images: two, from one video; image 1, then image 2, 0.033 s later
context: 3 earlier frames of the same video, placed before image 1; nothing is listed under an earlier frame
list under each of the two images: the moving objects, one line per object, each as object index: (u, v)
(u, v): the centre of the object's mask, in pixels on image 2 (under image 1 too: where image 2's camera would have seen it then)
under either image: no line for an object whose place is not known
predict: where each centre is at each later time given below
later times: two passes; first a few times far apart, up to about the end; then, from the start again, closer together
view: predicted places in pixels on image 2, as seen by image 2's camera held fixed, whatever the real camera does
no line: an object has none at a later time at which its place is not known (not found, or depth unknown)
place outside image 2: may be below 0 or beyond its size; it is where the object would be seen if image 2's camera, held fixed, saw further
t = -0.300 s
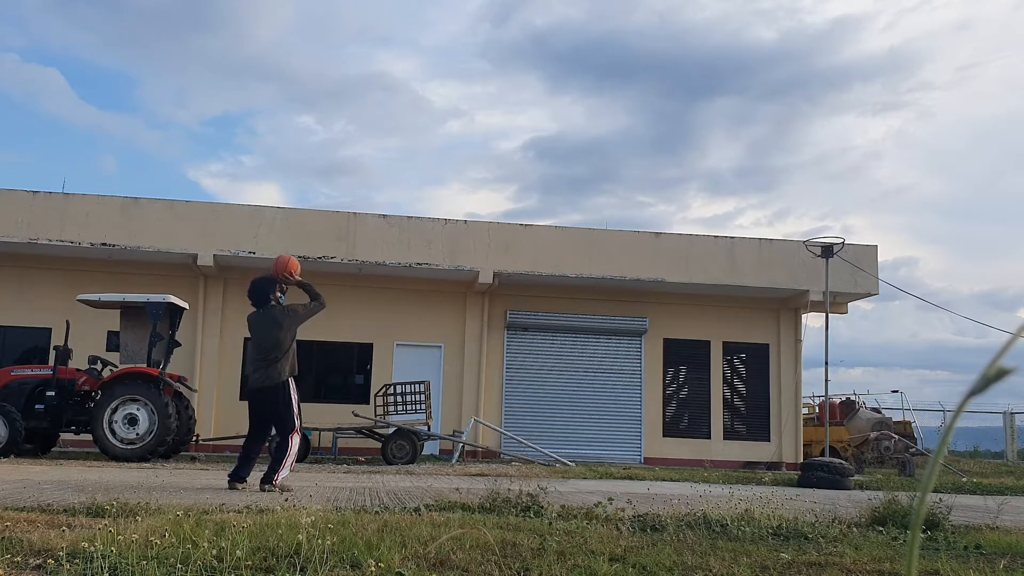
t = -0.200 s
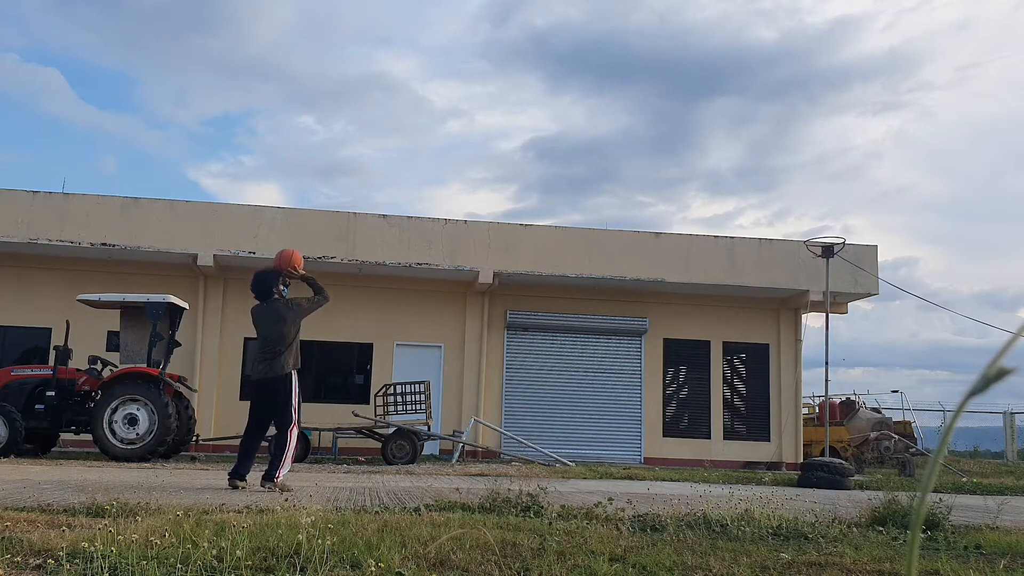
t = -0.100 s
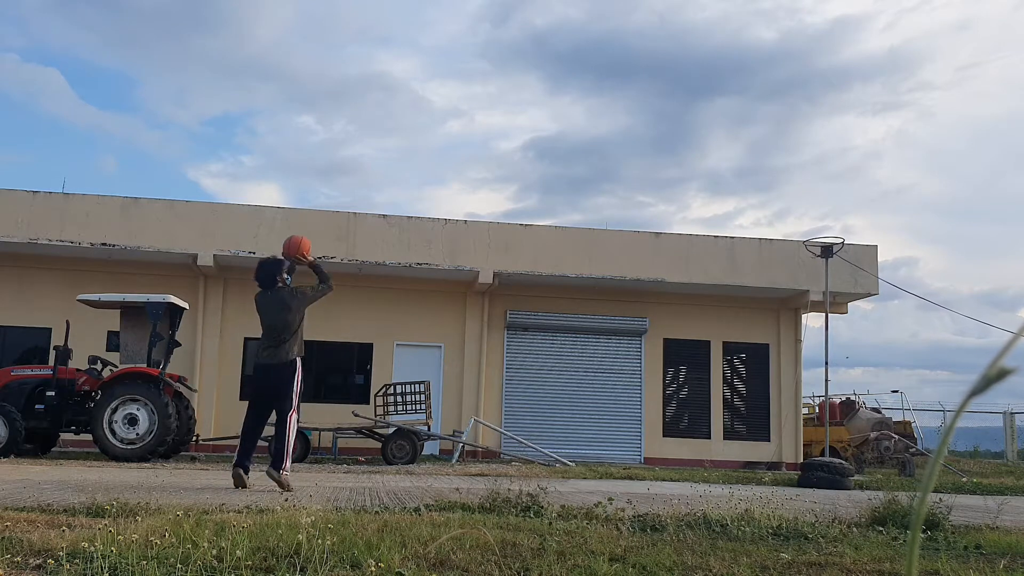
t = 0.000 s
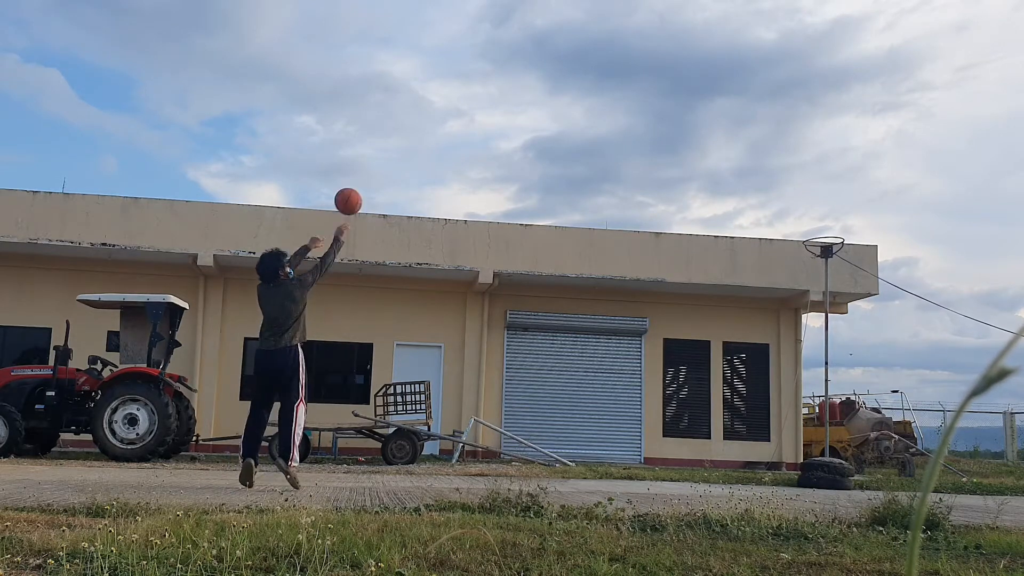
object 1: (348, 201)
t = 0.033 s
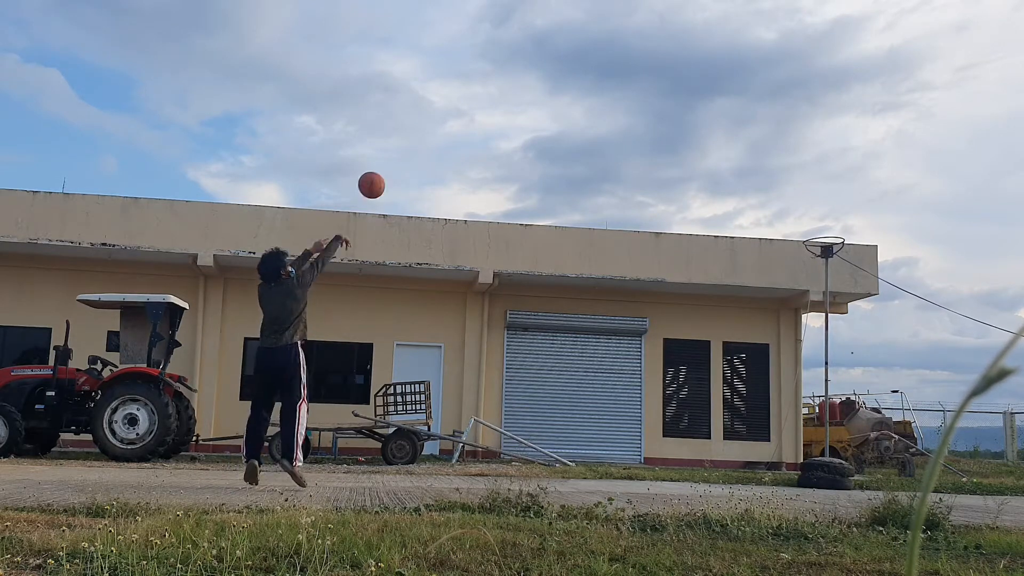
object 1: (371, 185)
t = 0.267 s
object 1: (514, 113)
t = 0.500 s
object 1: (629, 102)
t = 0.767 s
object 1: (739, 145)
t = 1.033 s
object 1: (830, 237)
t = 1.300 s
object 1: (792, 338)
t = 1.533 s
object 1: (758, 462)
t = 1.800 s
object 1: (704, 403)
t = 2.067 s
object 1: (649, 372)
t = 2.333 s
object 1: (598, 393)
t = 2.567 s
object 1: (554, 452)
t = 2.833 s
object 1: (519, 420)
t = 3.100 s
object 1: (484, 421)
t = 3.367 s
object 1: (450, 457)
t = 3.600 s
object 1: (416, 442)
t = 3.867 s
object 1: (380, 453)
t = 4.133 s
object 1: (346, 458)
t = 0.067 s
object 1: (394, 171)
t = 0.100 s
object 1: (416, 157)
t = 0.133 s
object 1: (437, 146)
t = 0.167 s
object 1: (457, 136)
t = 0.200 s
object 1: (476, 127)
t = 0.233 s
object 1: (495, 120)
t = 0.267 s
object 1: (514, 113)
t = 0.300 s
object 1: (531, 108)
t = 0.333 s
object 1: (549, 104)
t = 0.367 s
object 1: (566, 102)
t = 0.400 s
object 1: (582, 100)
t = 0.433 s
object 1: (598, 100)
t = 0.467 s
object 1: (614, 100)
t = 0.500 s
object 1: (629, 102)
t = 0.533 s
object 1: (644, 104)
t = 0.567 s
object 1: (659, 107)
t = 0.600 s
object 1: (673, 111)
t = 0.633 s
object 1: (687, 116)
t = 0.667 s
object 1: (700, 122)
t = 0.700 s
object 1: (713, 129)
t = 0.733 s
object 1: (726, 136)
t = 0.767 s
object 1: (739, 145)
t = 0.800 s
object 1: (751, 154)
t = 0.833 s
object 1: (763, 163)
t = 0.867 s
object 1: (775, 174)
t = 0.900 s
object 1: (786, 185)
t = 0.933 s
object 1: (798, 197)
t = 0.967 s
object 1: (809, 209)
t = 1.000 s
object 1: (820, 222)
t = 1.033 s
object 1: (830, 237)
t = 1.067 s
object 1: (833, 248)
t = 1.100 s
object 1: (826, 258)
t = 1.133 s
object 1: (820, 270)
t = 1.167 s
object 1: (814, 283)
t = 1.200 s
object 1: (810, 296)
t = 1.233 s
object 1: (804, 308)
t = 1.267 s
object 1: (798, 323)
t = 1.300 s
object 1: (792, 338)
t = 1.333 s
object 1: (787, 354)
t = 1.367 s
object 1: (781, 370)
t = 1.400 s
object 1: (777, 387)
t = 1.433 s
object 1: (772, 404)
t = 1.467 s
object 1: (766, 423)
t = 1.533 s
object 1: (758, 462)
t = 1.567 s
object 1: (753, 473)
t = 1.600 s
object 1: (746, 462)
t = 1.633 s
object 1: (738, 450)
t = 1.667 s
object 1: (731, 438)
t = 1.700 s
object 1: (724, 428)
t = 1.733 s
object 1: (717, 419)
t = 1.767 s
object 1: (710, 410)
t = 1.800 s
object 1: (704, 403)
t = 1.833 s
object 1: (697, 396)
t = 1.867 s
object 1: (690, 390)
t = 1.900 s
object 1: (684, 385)
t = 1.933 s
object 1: (677, 381)
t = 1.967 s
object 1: (669, 377)
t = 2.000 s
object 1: (663, 375)
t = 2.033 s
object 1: (656, 373)
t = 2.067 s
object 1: (649, 372)
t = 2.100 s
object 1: (643, 372)
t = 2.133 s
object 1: (637, 373)
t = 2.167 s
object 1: (631, 374)
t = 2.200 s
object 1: (624, 376)
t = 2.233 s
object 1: (618, 379)
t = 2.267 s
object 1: (611, 383)
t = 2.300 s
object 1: (605, 387)
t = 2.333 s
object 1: (598, 393)
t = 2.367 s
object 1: (592, 399)
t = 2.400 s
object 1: (586, 406)
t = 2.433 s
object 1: (580, 414)
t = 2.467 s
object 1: (573, 422)
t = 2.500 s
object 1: (567, 432)
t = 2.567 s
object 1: (554, 452)
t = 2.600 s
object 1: (548, 461)
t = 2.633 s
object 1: (544, 454)
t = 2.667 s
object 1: (540, 447)
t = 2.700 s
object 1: (535, 440)
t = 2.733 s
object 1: (531, 434)
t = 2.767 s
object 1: (528, 429)
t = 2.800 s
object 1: (523, 424)
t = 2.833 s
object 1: (519, 420)
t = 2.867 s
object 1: (515, 418)
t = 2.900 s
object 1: (510, 416)
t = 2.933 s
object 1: (506, 415)
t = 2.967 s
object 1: (502, 415)
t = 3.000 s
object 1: (498, 415)
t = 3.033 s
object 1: (493, 416)
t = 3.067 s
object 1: (489, 418)
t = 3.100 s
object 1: (484, 421)
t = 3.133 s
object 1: (481, 425)
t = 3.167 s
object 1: (477, 429)
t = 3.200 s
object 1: (472, 434)
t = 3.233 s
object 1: (468, 439)
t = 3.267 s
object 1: (464, 446)
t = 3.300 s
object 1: (460, 453)
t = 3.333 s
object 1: (456, 459)
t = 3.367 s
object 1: (450, 457)
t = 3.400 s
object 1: (445, 452)
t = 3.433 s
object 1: (440, 449)
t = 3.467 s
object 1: (435, 445)
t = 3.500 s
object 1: (430, 443)
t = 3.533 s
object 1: (425, 441)
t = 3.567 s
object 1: (420, 441)
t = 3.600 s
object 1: (416, 442)
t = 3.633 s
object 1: (411, 443)
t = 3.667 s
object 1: (406, 445)
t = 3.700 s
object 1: (401, 449)
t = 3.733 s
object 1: (397, 452)
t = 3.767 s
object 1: (392, 457)
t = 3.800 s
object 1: (388, 458)
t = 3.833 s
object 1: (384, 455)
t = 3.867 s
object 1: (380, 453)
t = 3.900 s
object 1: (375, 451)
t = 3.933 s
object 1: (371, 449)
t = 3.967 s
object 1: (367, 449)
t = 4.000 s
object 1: (362, 450)
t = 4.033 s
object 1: (358, 451)
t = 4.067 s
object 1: (354, 453)
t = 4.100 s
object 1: (350, 454)
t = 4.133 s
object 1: (346, 458)
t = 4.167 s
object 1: (341, 459)
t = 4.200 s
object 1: (337, 458)
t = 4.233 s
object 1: (333, 458)
